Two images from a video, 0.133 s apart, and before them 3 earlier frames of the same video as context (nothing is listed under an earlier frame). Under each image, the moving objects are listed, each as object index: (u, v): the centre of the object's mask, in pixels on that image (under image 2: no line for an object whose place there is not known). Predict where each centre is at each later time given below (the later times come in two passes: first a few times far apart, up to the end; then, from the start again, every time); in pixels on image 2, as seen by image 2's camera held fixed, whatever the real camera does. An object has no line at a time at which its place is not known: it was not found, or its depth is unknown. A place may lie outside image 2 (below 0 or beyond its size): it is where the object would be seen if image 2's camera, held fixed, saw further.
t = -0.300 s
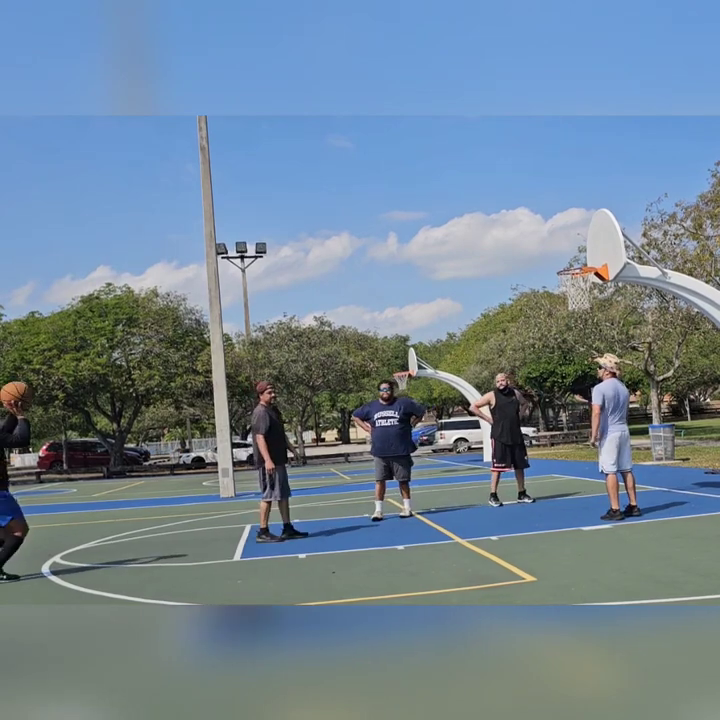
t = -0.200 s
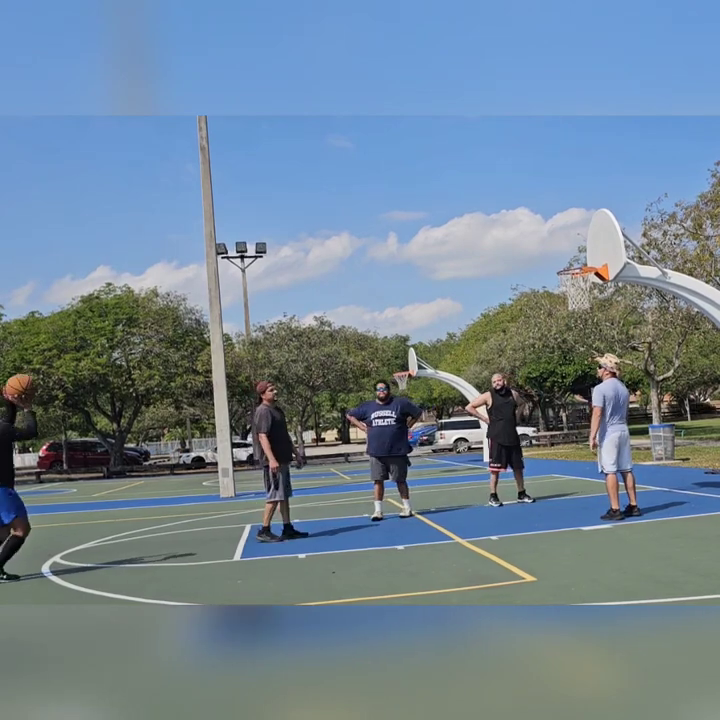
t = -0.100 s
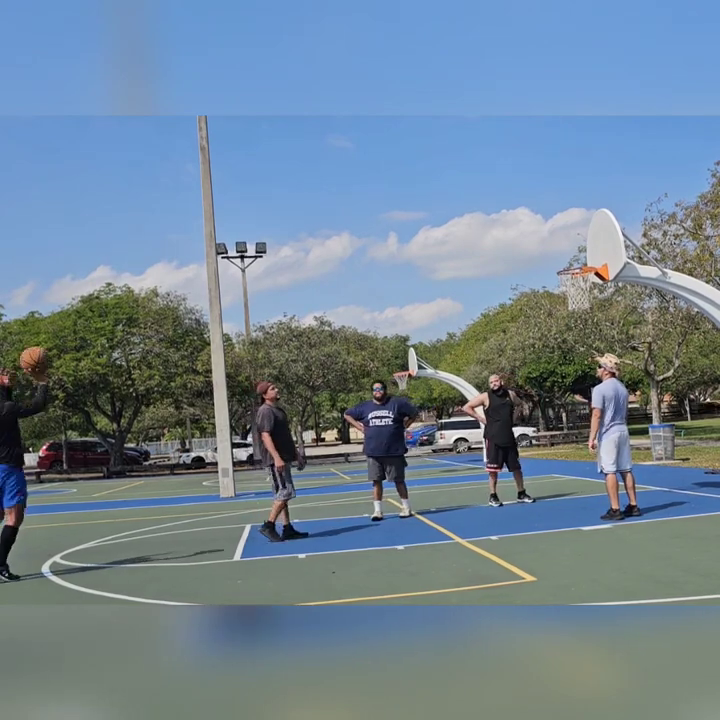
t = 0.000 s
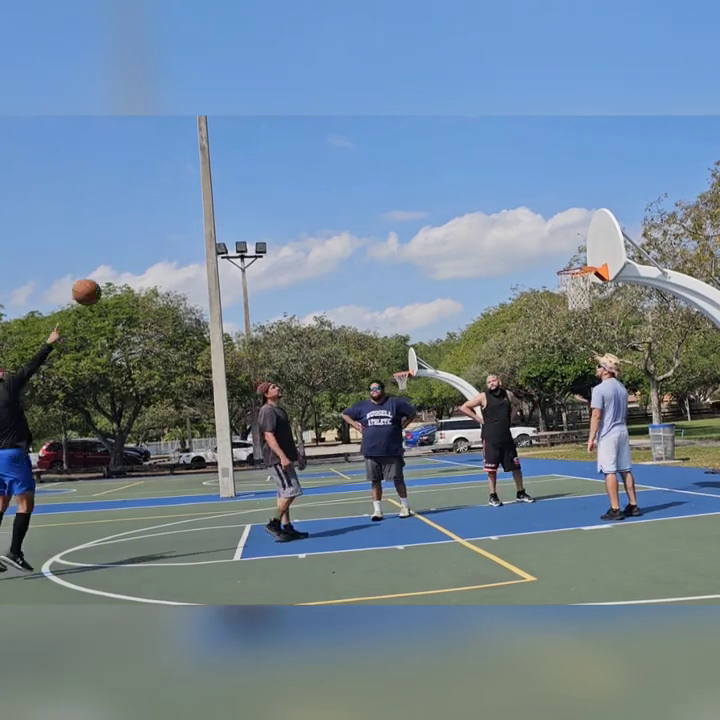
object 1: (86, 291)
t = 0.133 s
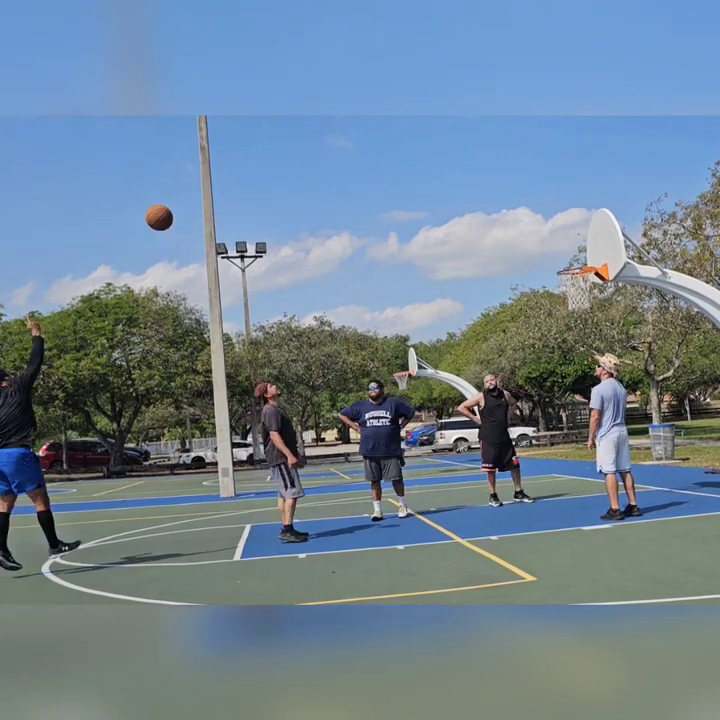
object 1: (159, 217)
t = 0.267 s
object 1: (225, 166)
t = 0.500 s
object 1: (330, 125)
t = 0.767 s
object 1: (435, 138)
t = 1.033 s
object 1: (530, 206)
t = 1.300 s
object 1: (563, 286)
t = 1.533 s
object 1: (564, 288)
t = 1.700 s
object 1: (574, 312)
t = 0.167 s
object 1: (176, 202)
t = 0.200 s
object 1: (193, 189)
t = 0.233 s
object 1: (209, 177)
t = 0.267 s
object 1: (225, 166)
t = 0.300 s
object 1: (241, 156)
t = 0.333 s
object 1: (257, 149)
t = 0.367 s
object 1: (272, 141)
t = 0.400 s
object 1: (286, 136)
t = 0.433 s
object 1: (301, 131)
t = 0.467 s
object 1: (315, 127)
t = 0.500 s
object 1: (330, 125)
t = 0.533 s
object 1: (344, 125)
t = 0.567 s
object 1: (357, 124)
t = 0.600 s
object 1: (371, 124)
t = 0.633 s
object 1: (384, 125)
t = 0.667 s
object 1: (397, 127)
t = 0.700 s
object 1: (410, 130)
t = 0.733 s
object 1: (423, 134)
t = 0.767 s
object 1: (435, 138)
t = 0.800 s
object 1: (447, 144)
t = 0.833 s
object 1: (459, 151)
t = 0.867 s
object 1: (472, 158)
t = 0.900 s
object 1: (483, 166)
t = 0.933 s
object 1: (495, 175)
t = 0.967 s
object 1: (507, 184)
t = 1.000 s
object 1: (518, 195)
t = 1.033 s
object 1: (530, 206)
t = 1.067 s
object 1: (541, 217)
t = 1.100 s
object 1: (552, 229)
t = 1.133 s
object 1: (563, 242)
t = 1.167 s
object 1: (574, 255)
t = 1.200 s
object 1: (586, 267)
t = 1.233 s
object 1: (576, 279)
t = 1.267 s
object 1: (567, 285)
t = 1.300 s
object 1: (563, 286)
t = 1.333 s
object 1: (559, 283)
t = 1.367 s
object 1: (558, 282)
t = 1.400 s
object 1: (558, 283)
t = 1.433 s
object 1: (559, 283)
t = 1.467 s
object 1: (560, 283)
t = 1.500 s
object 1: (562, 284)
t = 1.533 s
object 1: (564, 288)
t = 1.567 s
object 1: (565, 292)
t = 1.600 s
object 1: (567, 296)
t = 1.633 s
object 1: (569, 301)
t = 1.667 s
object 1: (571, 307)
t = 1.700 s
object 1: (574, 312)
